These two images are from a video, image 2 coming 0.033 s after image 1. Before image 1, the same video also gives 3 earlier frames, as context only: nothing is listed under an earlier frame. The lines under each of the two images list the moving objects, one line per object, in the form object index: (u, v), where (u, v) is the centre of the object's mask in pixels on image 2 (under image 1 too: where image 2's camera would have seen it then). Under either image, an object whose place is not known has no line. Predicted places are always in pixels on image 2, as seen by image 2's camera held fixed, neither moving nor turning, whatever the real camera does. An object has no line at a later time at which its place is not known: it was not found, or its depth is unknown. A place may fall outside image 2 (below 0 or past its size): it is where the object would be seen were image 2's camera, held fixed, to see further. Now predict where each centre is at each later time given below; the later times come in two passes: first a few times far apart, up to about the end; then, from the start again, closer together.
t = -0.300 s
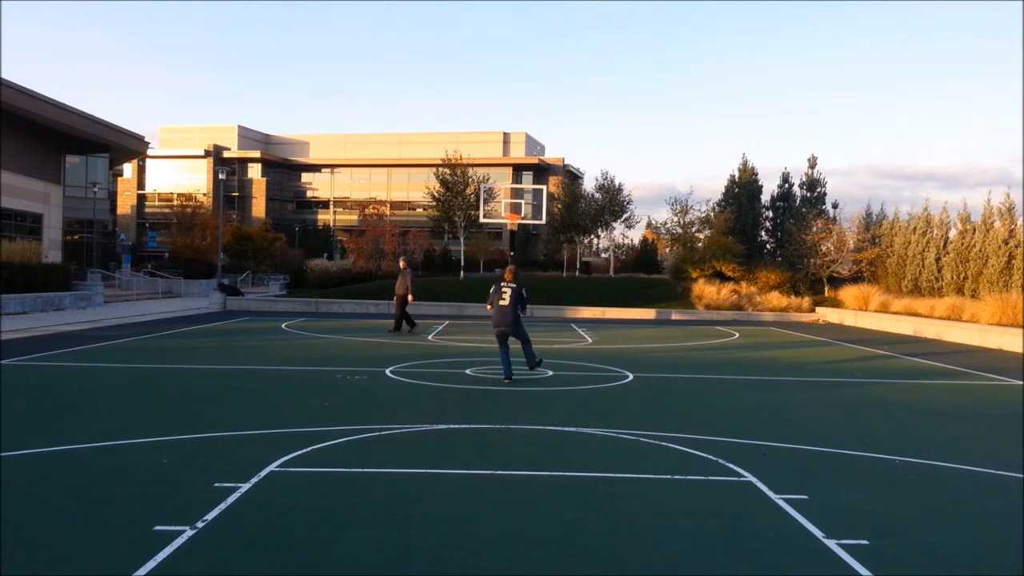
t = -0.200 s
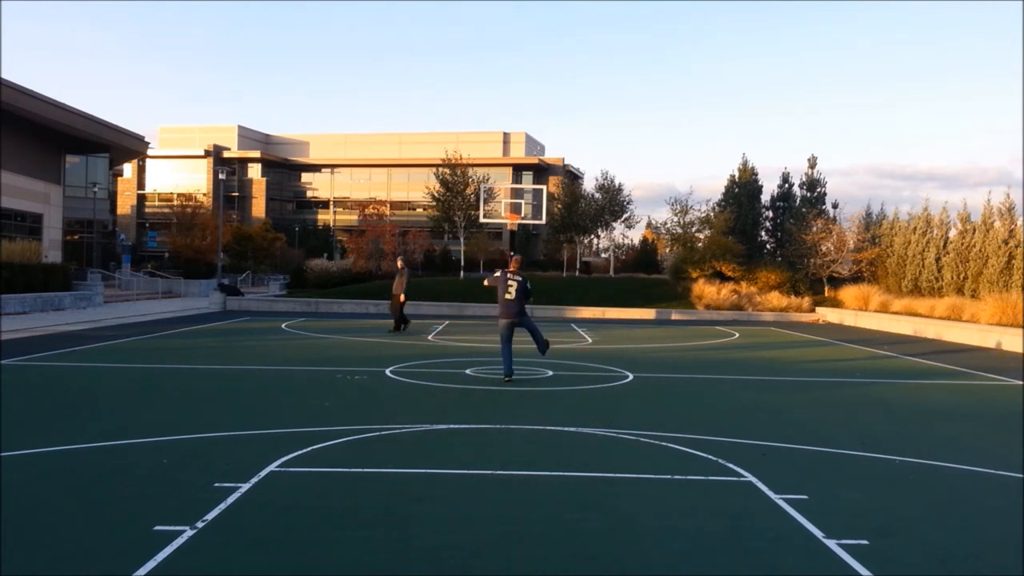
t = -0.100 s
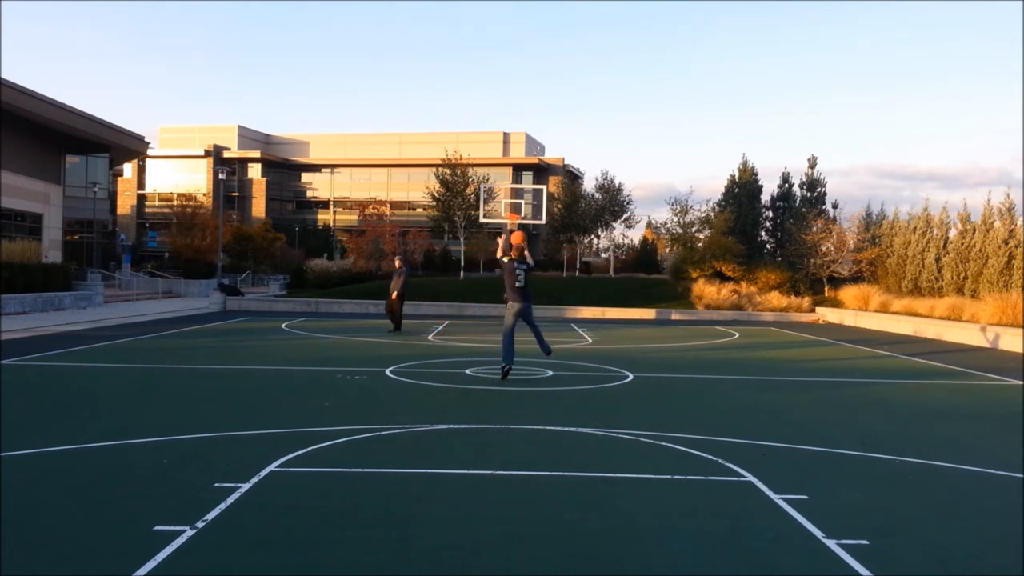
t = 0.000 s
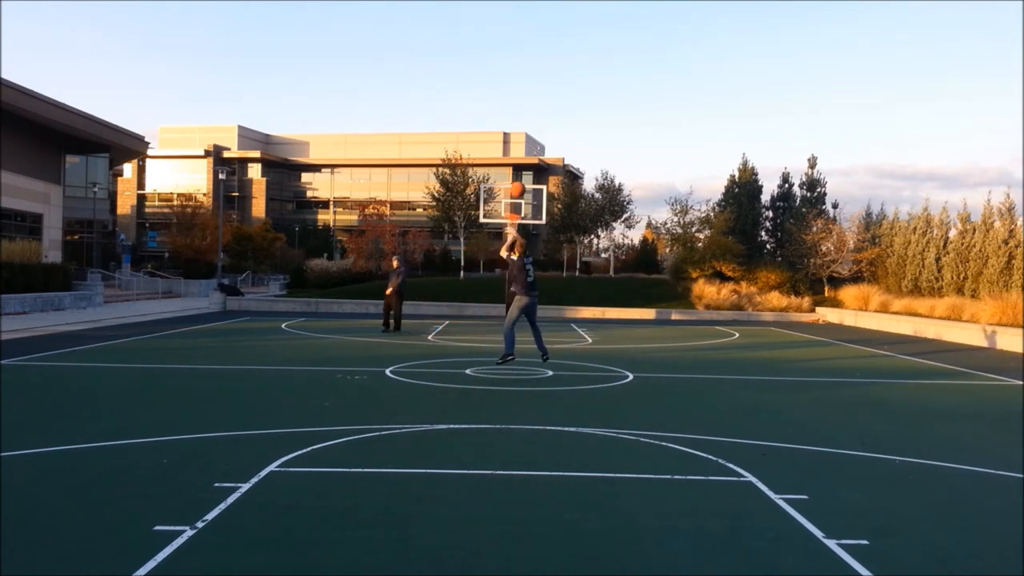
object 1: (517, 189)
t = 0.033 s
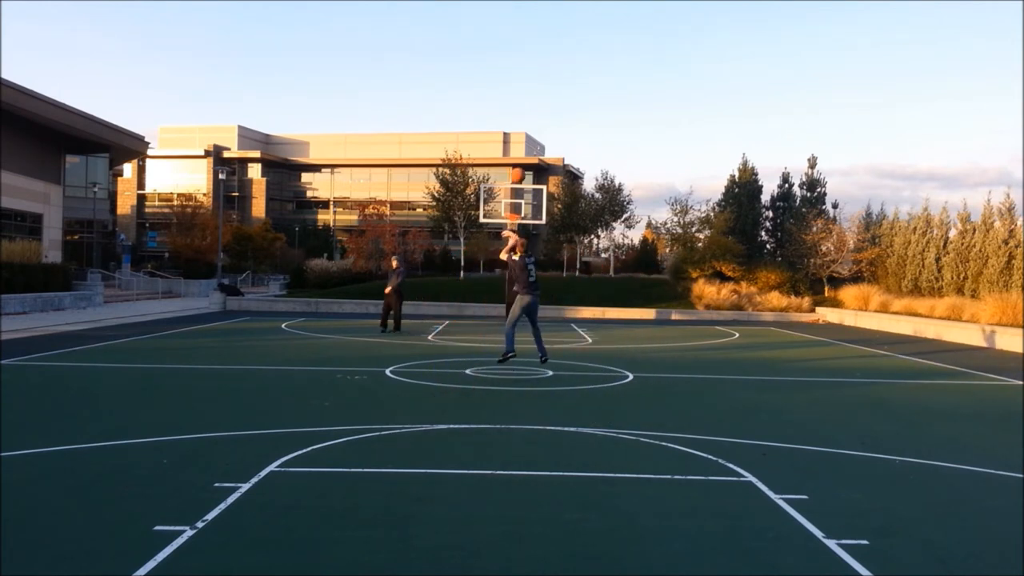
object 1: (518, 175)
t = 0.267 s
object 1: (517, 105)
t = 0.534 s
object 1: (517, 72)
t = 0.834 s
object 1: (517, 81)
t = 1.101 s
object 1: (517, 117)
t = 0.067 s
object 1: (517, 162)
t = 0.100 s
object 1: (517, 150)
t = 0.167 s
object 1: (517, 130)
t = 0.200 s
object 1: (517, 120)
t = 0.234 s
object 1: (517, 112)
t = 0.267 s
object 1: (517, 105)
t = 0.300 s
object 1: (517, 98)
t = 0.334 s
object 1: (517, 92)
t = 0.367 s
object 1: (517, 87)
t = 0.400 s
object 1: (517, 83)
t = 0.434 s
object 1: (518, 79)
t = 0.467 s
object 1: (518, 76)
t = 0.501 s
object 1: (518, 74)
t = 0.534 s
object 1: (517, 72)
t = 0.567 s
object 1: (518, 71)
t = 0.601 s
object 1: (518, 70)
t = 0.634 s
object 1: (518, 70)
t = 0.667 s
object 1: (518, 71)
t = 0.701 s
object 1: (517, 72)
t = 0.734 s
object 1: (517, 73)
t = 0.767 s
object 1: (517, 75)
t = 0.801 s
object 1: (517, 78)
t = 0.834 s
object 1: (517, 81)
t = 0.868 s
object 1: (517, 84)
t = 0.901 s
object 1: (517, 87)
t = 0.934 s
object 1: (517, 91)
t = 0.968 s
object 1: (517, 96)
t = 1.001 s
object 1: (517, 101)
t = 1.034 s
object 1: (517, 106)
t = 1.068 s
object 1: (517, 111)
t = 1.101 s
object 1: (517, 117)
